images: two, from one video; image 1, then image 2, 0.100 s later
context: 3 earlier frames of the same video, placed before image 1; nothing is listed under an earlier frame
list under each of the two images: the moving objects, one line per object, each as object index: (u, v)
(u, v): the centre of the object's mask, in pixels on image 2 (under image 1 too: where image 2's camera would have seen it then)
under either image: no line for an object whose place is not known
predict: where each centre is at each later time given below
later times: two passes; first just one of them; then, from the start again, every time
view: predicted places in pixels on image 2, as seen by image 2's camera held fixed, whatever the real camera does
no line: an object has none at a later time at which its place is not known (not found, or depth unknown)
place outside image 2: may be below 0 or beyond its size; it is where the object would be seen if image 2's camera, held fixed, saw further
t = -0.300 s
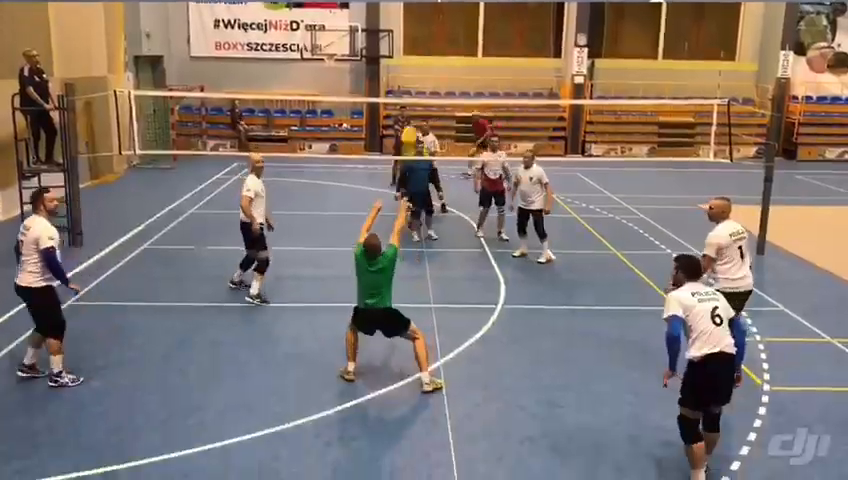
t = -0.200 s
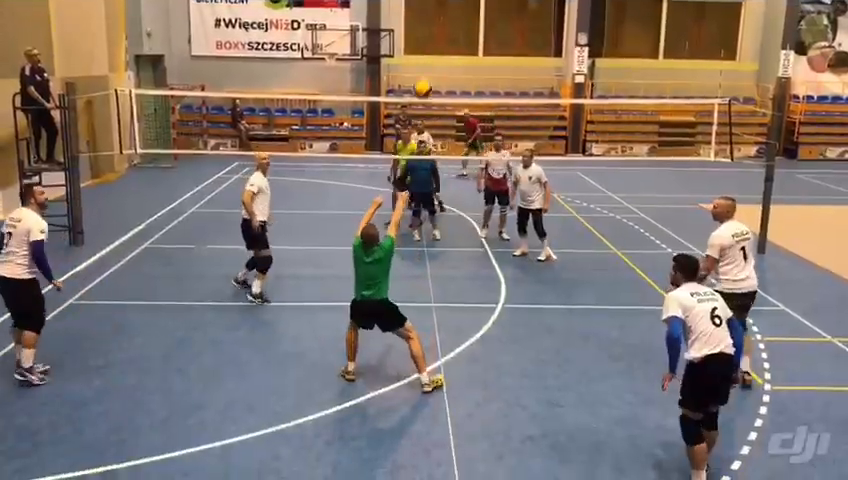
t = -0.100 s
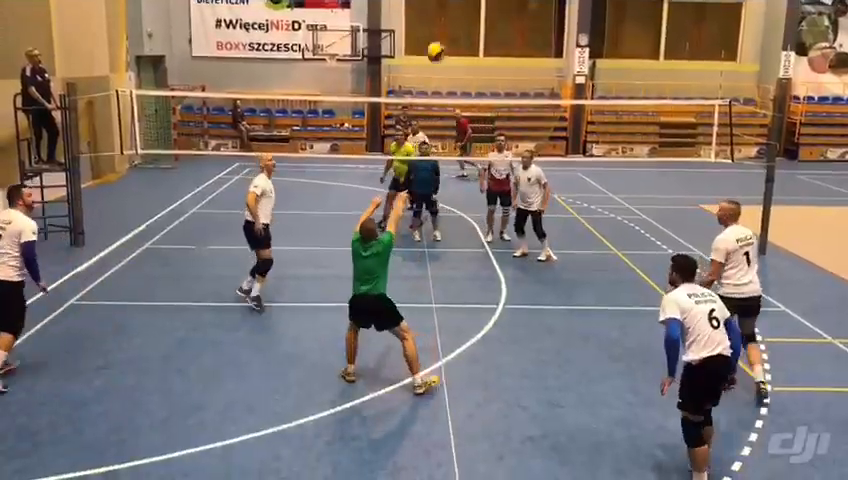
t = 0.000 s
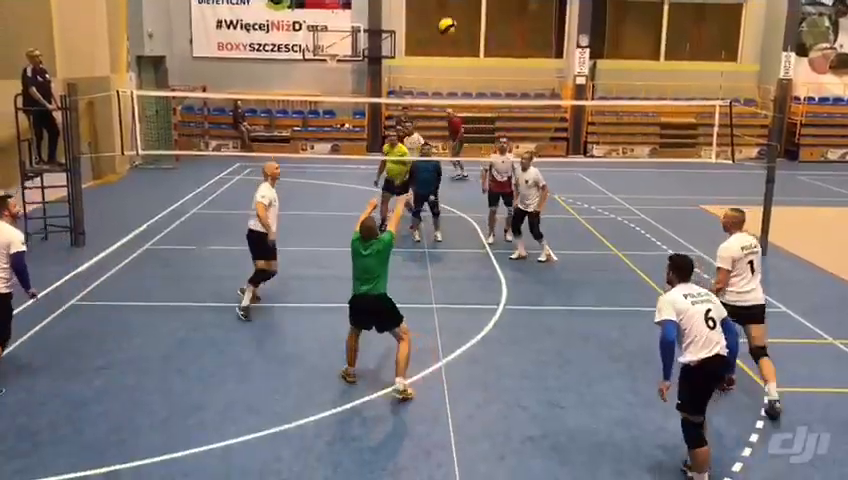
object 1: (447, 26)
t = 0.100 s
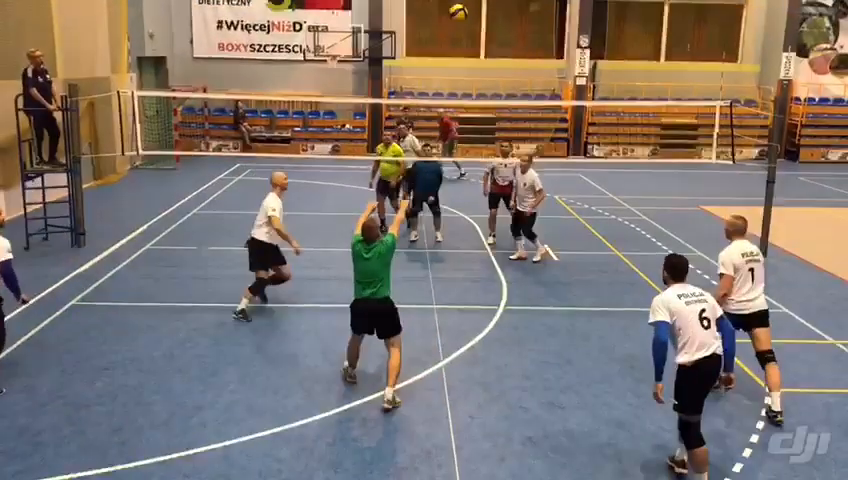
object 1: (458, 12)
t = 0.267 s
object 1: (472, 9)
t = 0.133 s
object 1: (461, 9)
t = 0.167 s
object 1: (464, 8)
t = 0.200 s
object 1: (468, 8)
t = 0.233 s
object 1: (471, 8)
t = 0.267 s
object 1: (472, 9)
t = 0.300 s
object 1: (475, 12)
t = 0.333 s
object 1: (478, 16)
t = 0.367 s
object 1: (481, 20)
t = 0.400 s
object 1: (484, 24)
